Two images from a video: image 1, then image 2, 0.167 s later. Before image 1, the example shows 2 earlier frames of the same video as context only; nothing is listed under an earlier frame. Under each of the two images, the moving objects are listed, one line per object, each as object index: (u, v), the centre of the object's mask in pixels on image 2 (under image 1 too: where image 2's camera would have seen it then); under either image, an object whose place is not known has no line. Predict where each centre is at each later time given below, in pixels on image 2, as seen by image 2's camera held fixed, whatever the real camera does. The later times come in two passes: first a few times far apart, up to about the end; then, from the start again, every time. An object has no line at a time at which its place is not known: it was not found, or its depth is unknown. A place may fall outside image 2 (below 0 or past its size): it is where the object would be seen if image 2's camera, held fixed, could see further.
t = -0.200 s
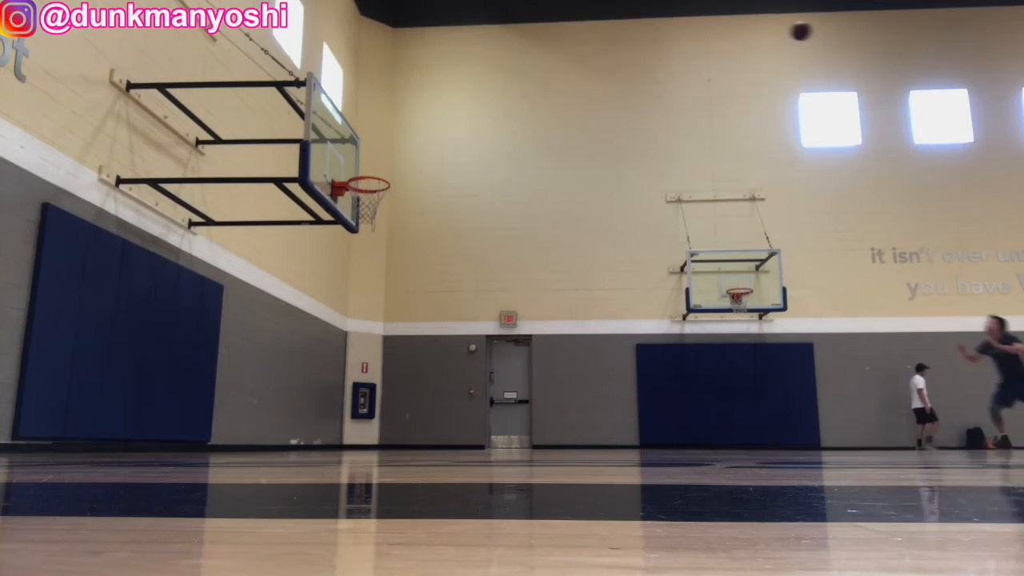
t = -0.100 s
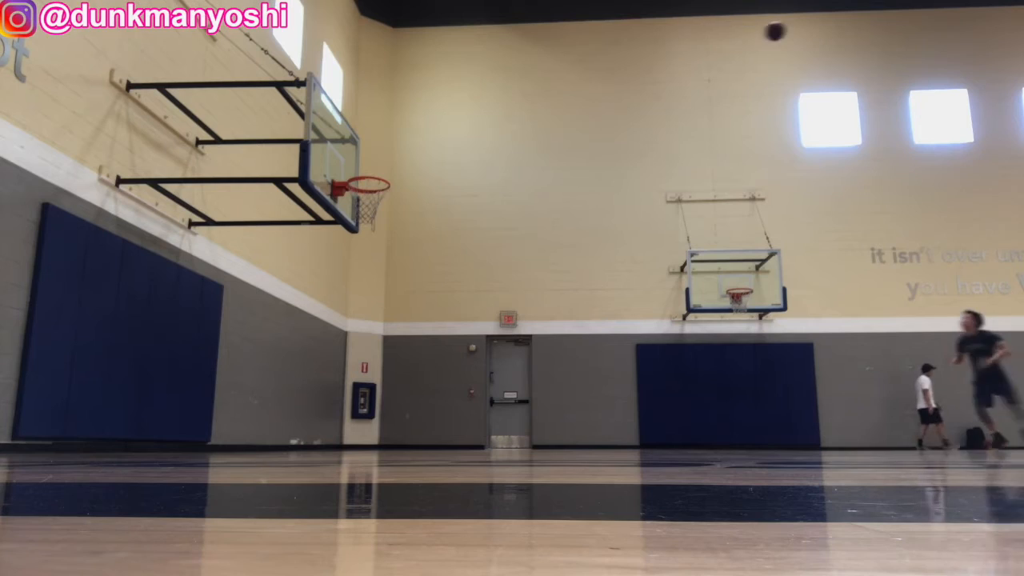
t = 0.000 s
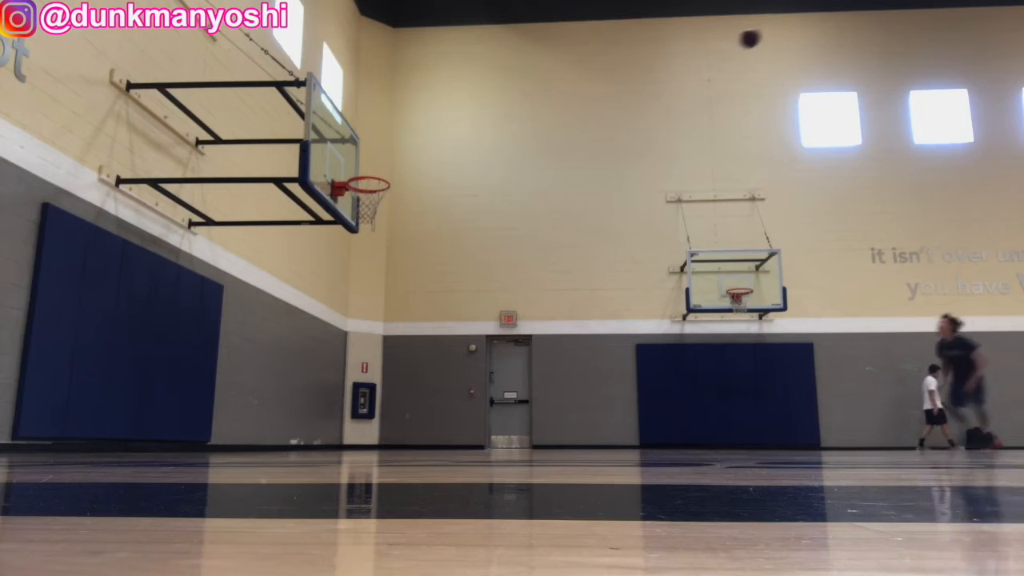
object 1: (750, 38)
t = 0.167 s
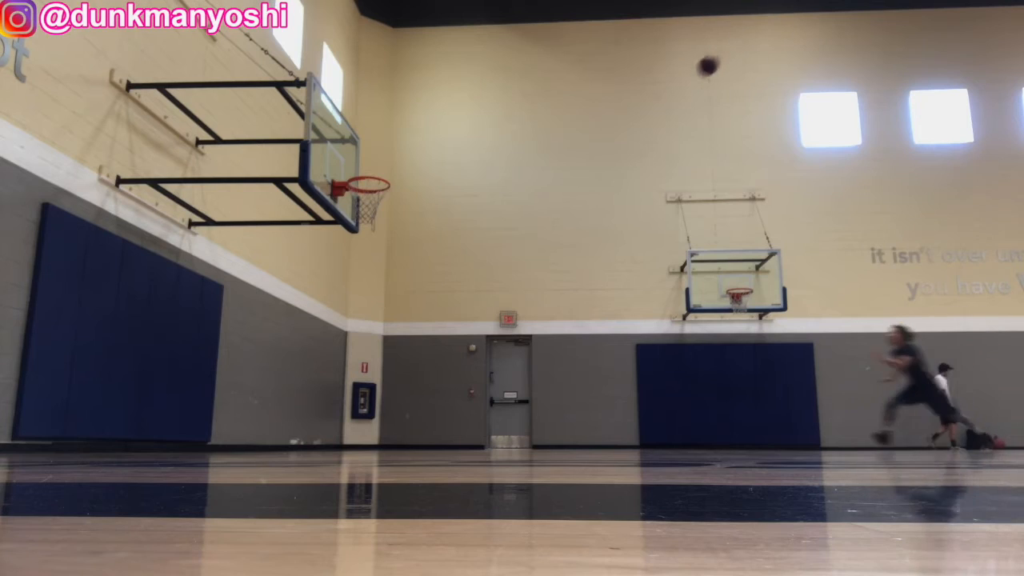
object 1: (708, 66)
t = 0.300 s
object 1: (674, 102)
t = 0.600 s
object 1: (599, 232)
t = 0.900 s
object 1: (521, 436)
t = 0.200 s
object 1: (699, 74)
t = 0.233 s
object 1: (691, 82)
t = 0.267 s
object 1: (682, 92)
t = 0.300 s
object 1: (674, 102)
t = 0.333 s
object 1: (666, 113)
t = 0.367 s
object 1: (658, 125)
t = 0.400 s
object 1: (649, 138)
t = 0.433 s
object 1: (641, 152)
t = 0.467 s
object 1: (632, 166)
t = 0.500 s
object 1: (624, 182)
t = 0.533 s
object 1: (616, 197)
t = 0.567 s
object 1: (607, 214)
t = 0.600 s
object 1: (599, 232)
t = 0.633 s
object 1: (590, 251)
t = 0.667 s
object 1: (582, 270)
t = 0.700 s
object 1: (573, 291)
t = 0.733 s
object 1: (565, 311)
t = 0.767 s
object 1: (556, 337)
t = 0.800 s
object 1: (547, 361)
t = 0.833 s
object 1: (538, 385)
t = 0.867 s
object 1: (530, 415)
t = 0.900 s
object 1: (521, 436)
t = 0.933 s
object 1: (516, 423)
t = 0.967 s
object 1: (513, 403)
